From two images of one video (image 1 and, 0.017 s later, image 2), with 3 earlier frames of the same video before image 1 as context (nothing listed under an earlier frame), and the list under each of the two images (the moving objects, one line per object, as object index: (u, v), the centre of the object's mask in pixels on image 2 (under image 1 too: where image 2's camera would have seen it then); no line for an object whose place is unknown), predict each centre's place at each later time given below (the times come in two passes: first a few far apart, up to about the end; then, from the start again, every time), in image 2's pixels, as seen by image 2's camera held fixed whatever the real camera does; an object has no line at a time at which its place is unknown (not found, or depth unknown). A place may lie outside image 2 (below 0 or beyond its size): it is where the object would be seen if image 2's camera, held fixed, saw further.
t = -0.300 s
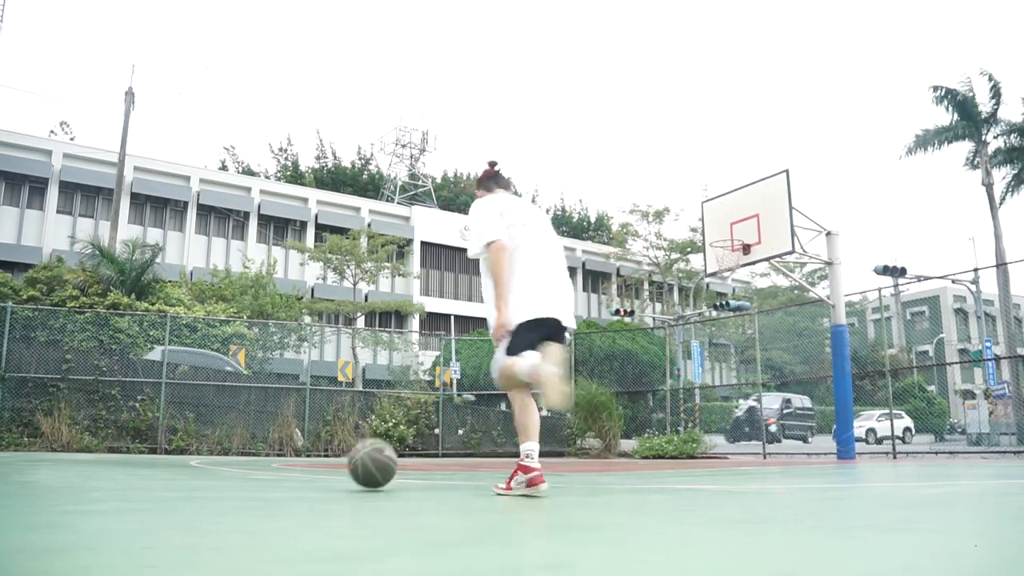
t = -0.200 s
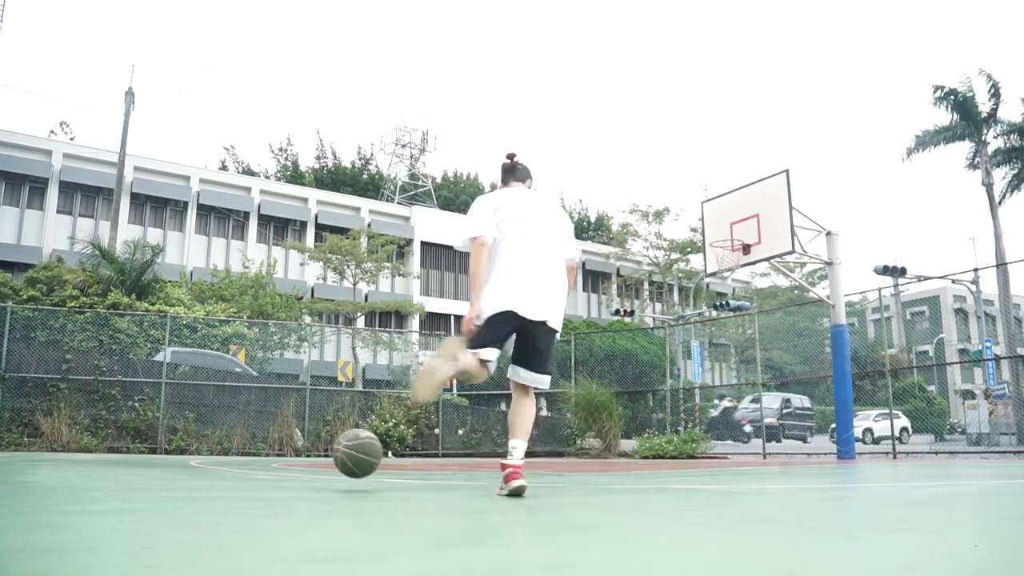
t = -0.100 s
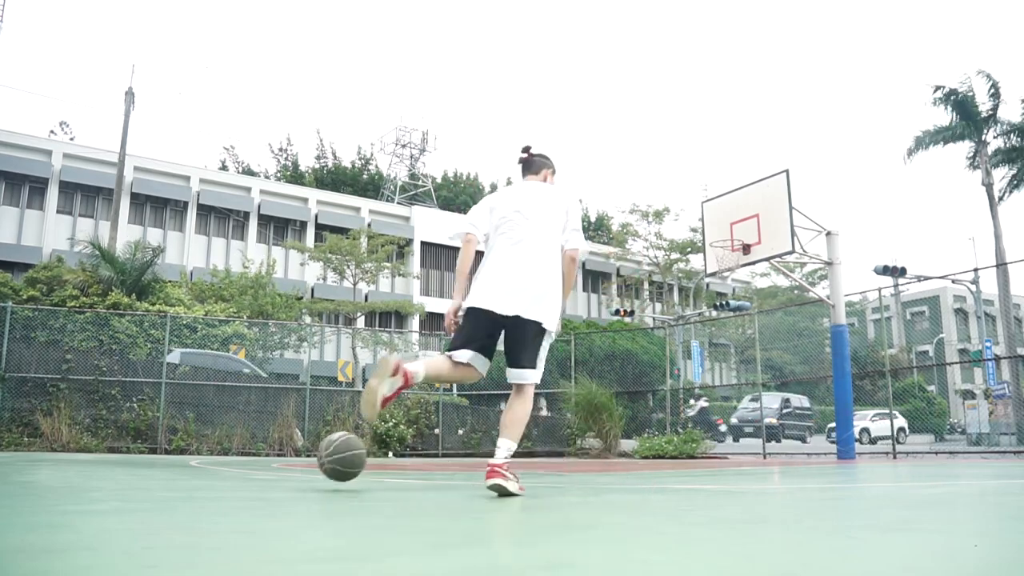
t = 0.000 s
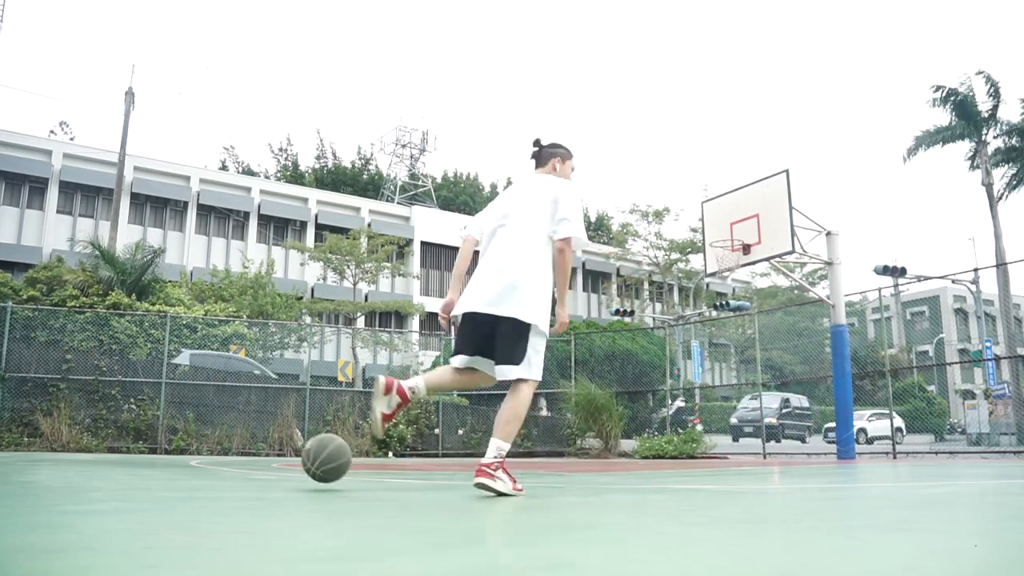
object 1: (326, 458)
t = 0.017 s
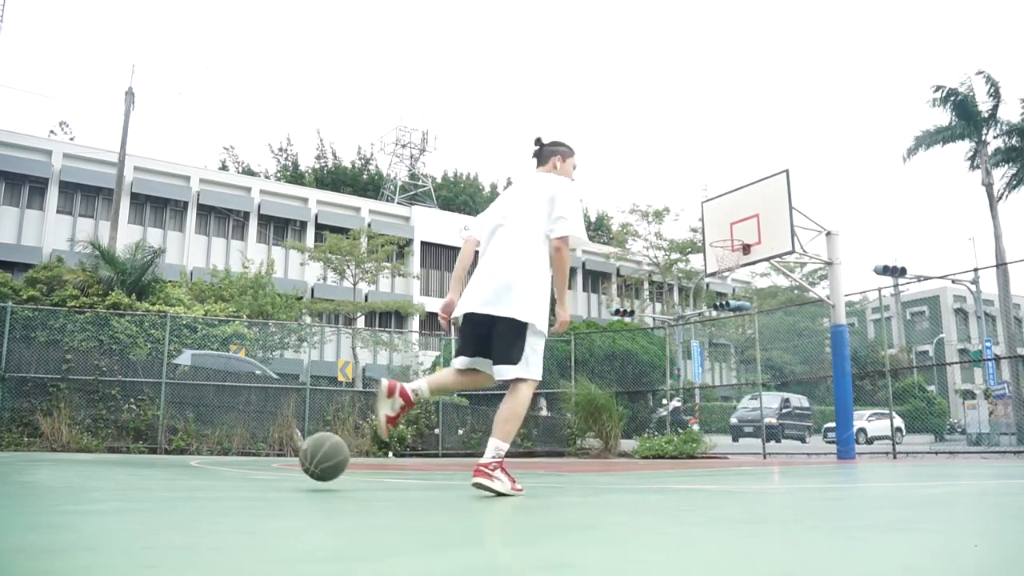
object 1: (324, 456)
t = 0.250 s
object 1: (290, 457)
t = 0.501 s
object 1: (255, 461)
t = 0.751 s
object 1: (220, 460)
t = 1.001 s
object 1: (186, 460)
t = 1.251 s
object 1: (153, 459)
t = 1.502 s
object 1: (123, 459)
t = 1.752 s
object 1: (93, 457)
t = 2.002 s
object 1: (66, 457)
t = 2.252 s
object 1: (39, 456)
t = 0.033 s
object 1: (322, 455)
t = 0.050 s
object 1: (319, 455)
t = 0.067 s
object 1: (317, 455)
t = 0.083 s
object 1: (315, 456)
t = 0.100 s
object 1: (312, 457)
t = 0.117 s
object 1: (309, 459)
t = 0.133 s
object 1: (306, 461)
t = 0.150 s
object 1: (304, 464)
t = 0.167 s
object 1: (302, 463)
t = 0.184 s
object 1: (299, 460)
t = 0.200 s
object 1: (297, 459)
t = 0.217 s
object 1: (295, 457)
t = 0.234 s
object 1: (293, 457)
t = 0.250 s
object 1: (290, 457)
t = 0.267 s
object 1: (288, 457)
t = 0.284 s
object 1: (285, 458)
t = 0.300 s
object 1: (283, 459)
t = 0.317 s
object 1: (280, 462)
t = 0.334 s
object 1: (278, 463)
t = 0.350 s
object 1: (275, 461)
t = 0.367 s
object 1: (273, 460)
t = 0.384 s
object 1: (271, 459)
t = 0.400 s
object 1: (269, 458)
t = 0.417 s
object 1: (267, 458)
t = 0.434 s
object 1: (264, 459)
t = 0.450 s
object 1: (262, 460)
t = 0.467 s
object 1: (259, 461)
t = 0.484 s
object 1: (257, 463)
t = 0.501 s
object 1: (255, 461)
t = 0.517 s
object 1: (252, 460)
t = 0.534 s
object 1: (250, 459)
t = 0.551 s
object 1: (248, 459)
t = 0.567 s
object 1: (245, 459)
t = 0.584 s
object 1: (243, 460)
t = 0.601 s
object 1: (241, 462)
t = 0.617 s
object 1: (238, 462)
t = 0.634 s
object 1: (236, 461)
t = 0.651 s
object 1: (234, 460)
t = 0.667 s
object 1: (232, 460)
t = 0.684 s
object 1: (229, 460)
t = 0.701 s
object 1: (227, 461)
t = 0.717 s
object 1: (225, 461)
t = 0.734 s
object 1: (222, 460)
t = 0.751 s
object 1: (220, 460)
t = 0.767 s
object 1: (218, 460)
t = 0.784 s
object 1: (216, 461)
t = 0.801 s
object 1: (213, 461)
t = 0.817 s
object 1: (211, 460)
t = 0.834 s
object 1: (209, 460)
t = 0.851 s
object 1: (206, 460)
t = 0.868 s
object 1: (204, 461)
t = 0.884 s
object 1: (202, 460)
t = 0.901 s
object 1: (200, 460)
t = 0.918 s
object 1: (197, 460)
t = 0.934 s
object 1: (195, 461)
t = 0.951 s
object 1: (193, 460)
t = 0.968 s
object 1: (191, 460)
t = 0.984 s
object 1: (188, 460)
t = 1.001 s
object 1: (186, 460)
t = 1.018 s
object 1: (184, 460)
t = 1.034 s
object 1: (181, 460)
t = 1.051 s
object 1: (179, 460)
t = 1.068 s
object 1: (177, 460)
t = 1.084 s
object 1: (175, 460)
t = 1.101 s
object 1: (173, 460)
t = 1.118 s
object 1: (171, 460)
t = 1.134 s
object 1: (168, 460)
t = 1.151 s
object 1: (167, 460)
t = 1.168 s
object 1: (164, 460)
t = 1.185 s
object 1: (162, 460)
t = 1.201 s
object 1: (160, 460)
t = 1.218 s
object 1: (158, 459)
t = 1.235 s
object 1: (156, 459)
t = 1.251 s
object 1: (153, 459)
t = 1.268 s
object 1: (151, 459)
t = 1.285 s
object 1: (149, 459)
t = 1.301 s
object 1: (147, 459)
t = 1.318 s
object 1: (145, 459)
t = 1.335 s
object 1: (143, 459)
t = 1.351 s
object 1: (141, 459)
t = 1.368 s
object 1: (139, 459)
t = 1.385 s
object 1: (137, 459)
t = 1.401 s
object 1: (135, 459)
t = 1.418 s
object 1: (133, 459)
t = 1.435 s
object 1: (131, 459)
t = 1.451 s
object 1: (129, 459)
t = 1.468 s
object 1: (127, 459)
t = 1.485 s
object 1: (125, 459)
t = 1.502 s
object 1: (123, 459)
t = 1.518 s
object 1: (121, 458)
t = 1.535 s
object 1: (119, 458)
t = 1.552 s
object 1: (117, 458)
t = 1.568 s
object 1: (114, 458)
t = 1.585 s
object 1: (112, 458)
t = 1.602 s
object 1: (110, 458)
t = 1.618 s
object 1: (109, 458)
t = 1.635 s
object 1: (106, 458)
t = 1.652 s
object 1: (105, 458)
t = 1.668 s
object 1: (103, 458)
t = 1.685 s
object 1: (101, 458)
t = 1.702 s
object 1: (99, 458)
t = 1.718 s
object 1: (97, 458)
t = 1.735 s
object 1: (95, 458)
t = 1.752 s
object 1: (93, 457)
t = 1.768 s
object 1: (91, 457)
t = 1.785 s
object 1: (89, 457)
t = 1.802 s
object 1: (87, 457)
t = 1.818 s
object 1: (85, 457)
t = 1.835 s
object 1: (84, 457)
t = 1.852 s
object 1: (82, 457)
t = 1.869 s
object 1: (80, 457)
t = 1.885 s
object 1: (78, 457)
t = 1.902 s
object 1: (76, 457)
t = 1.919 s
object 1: (75, 457)
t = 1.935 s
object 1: (73, 457)
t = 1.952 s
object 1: (71, 457)
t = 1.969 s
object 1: (69, 457)
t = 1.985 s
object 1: (67, 457)
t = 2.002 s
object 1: (66, 457)
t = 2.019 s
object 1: (64, 457)
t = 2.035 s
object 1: (62, 456)
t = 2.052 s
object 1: (60, 457)
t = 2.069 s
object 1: (58, 456)
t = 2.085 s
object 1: (57, 457)
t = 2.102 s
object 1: (55, 456)
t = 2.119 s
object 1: (53, 456)
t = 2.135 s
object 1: (51, 456)
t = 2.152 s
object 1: (49, 456)
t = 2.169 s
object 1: (48, 456)
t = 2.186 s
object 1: (46, 456)
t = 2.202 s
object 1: (44, 456)
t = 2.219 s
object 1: (43, 456)
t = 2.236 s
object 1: (41, 456)
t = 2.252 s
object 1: (39, 456)
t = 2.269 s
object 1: (38, 456)
